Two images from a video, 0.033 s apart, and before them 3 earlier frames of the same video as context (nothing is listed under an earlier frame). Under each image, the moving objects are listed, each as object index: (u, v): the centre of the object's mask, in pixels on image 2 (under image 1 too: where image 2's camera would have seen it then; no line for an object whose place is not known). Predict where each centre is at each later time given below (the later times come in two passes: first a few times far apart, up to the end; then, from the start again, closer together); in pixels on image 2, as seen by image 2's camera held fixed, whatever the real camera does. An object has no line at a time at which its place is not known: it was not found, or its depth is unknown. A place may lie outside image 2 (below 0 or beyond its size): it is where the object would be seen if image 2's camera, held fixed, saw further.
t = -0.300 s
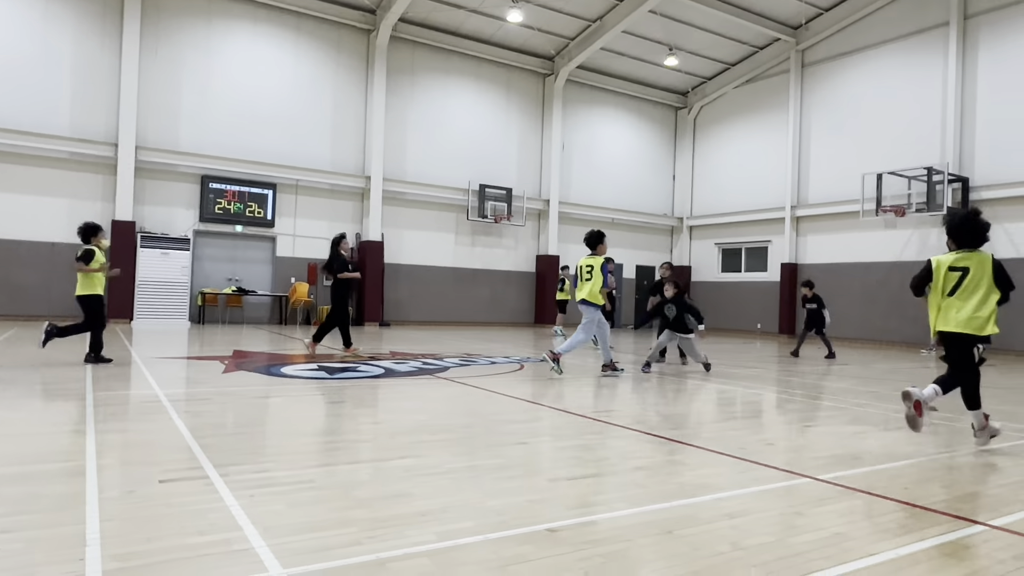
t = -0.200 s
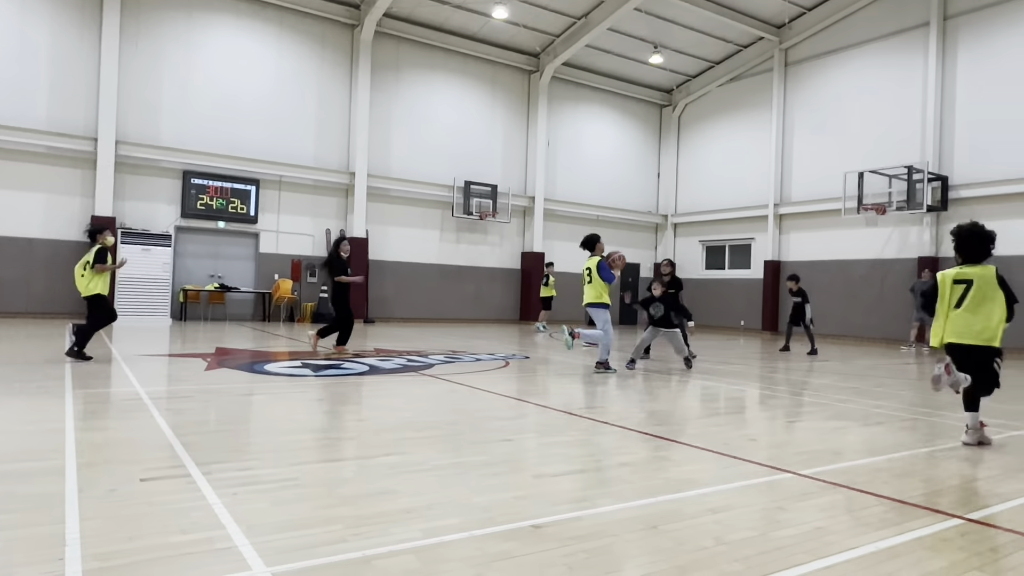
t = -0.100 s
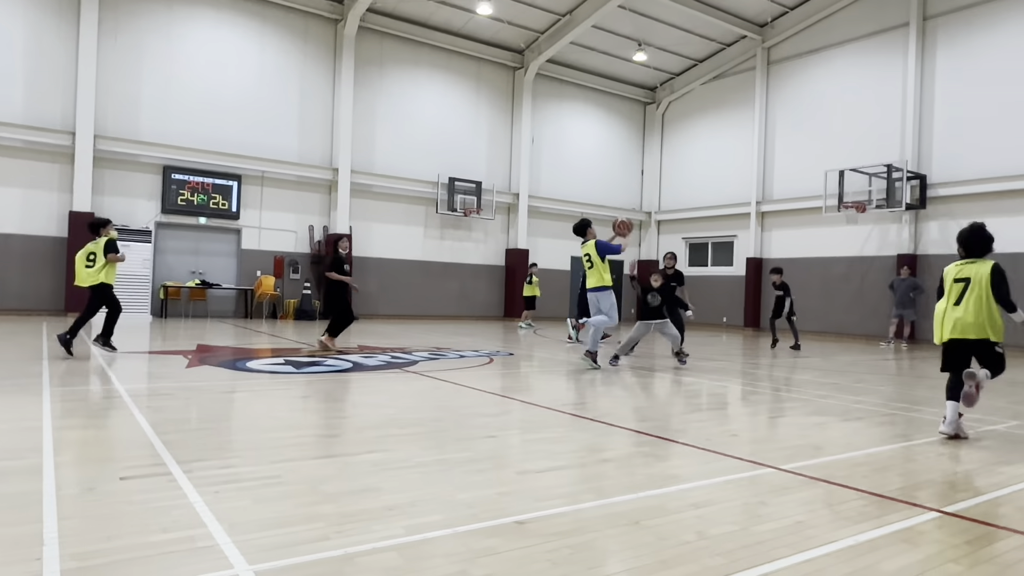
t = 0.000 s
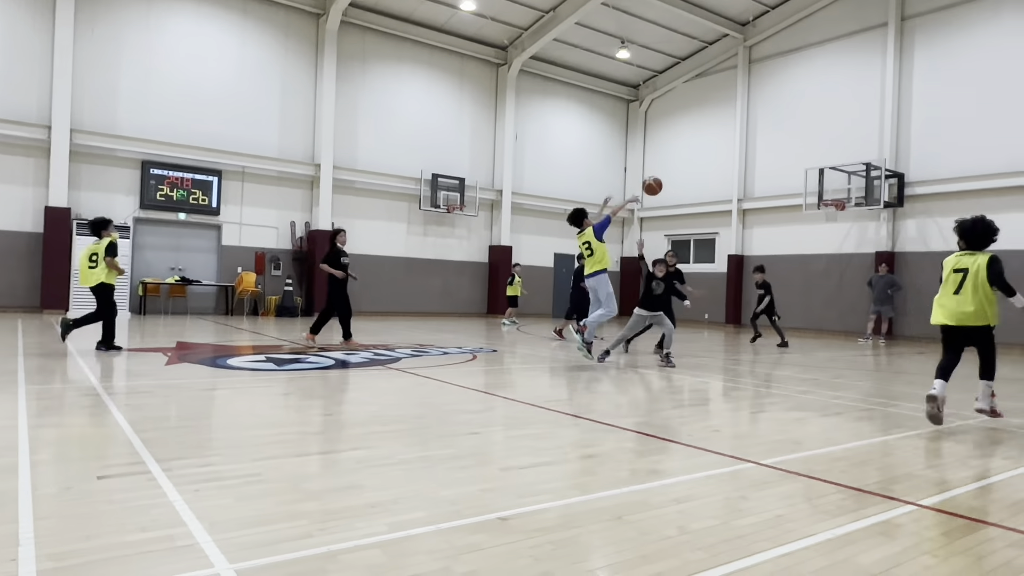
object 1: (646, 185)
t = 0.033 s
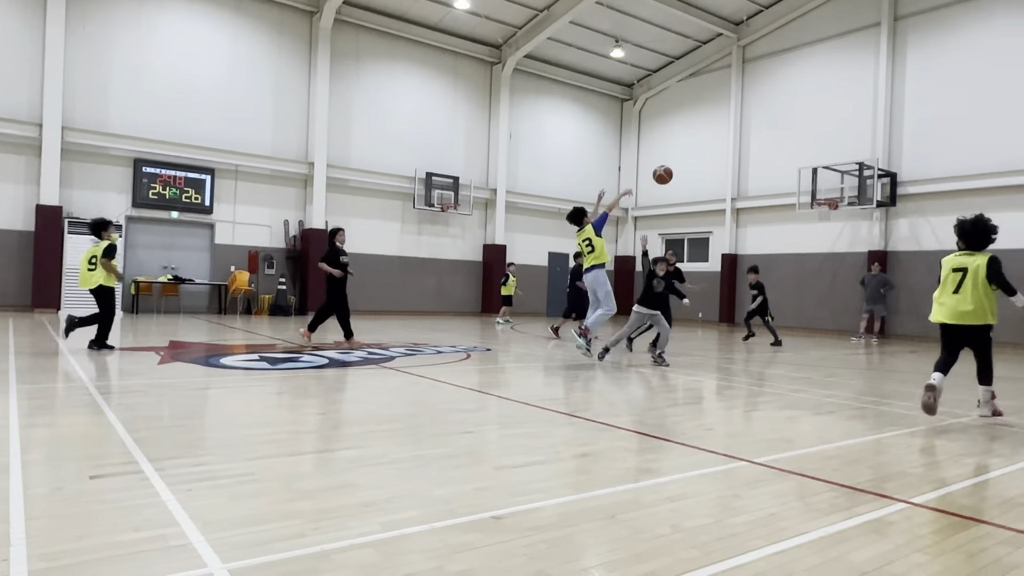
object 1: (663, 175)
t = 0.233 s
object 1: (752, 138)
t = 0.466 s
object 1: (838, 137)
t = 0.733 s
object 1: (919, 180)
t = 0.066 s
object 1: (679, 166)
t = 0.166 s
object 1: (724, 146)
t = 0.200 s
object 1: (738, 141)
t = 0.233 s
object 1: (752, 138)
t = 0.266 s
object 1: (765, 135)
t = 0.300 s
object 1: (778, 134)
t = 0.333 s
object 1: (791, 133)
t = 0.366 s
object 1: (803, 133)
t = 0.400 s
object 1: (815, 134)
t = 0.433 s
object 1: (827, 135)
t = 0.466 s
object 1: (838, 137)
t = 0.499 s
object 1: (849, 140)
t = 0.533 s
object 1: (860, 144)
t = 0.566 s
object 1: (871, 148)
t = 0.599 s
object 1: (881, 154)
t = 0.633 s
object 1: (891, 159)
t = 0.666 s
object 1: (901, 165)
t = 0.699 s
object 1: (910, 172)
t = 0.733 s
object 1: (919, 180)
